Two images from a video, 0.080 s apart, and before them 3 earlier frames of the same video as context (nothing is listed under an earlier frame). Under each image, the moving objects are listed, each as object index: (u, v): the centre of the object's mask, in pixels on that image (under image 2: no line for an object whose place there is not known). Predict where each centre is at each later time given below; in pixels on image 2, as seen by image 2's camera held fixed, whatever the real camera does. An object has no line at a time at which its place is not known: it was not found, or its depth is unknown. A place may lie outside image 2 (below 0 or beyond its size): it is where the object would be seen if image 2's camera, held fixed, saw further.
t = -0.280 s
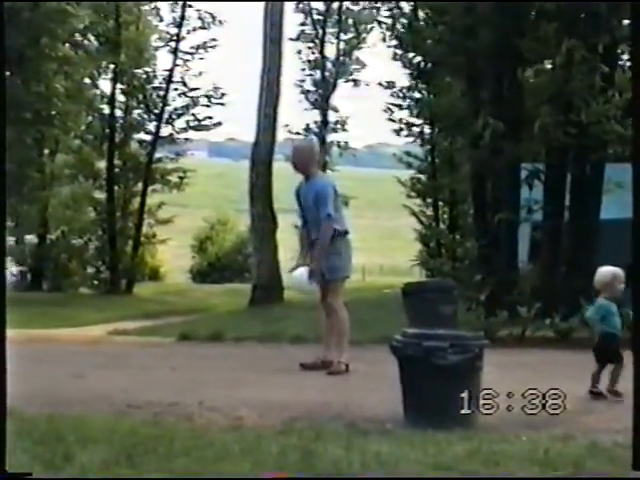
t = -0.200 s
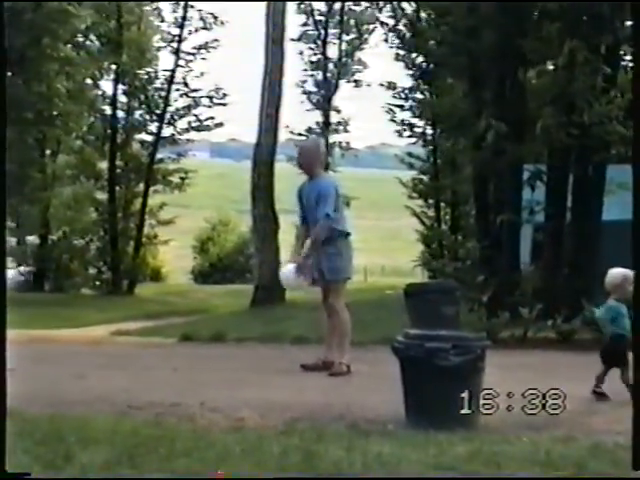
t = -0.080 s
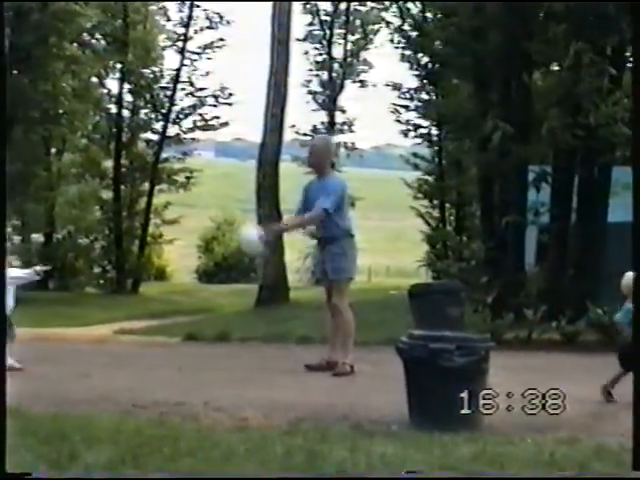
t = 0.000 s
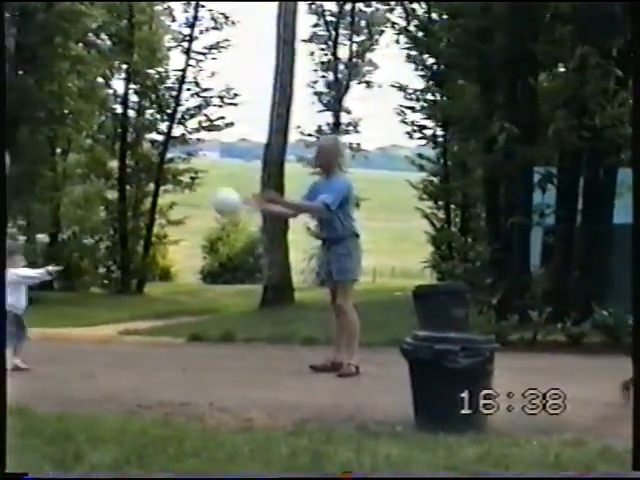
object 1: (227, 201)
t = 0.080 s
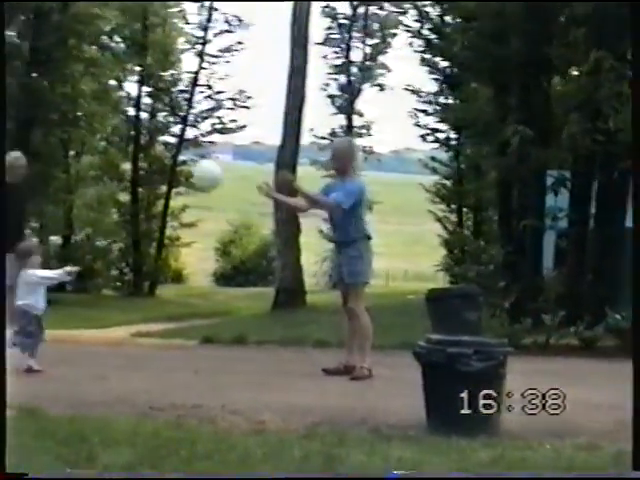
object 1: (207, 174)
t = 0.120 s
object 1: (192, 162)
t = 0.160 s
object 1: (177, 153)
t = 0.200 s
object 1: (161, 146)
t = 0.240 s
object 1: (147, 141)
